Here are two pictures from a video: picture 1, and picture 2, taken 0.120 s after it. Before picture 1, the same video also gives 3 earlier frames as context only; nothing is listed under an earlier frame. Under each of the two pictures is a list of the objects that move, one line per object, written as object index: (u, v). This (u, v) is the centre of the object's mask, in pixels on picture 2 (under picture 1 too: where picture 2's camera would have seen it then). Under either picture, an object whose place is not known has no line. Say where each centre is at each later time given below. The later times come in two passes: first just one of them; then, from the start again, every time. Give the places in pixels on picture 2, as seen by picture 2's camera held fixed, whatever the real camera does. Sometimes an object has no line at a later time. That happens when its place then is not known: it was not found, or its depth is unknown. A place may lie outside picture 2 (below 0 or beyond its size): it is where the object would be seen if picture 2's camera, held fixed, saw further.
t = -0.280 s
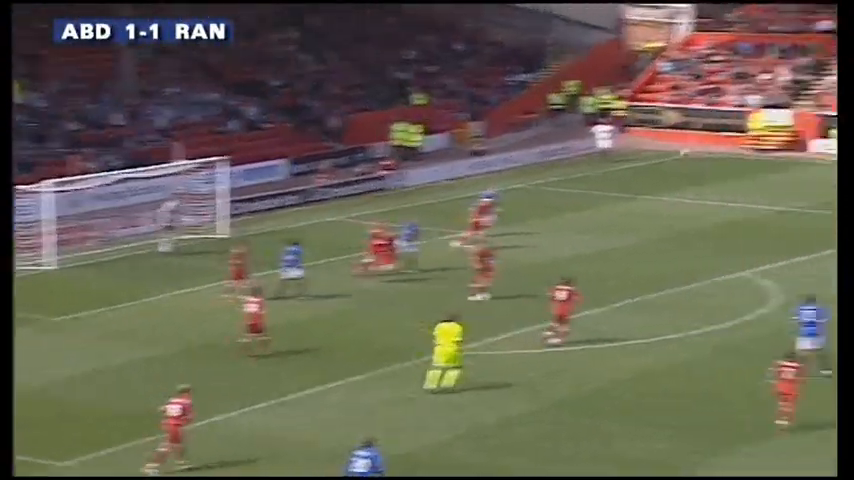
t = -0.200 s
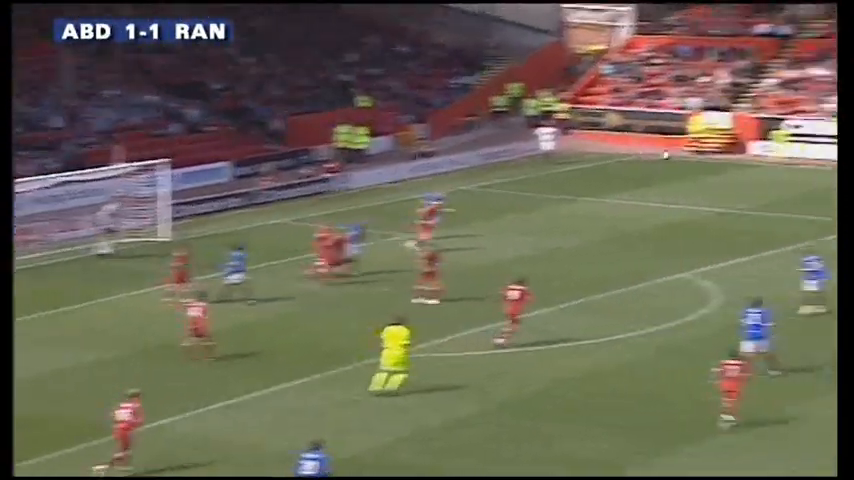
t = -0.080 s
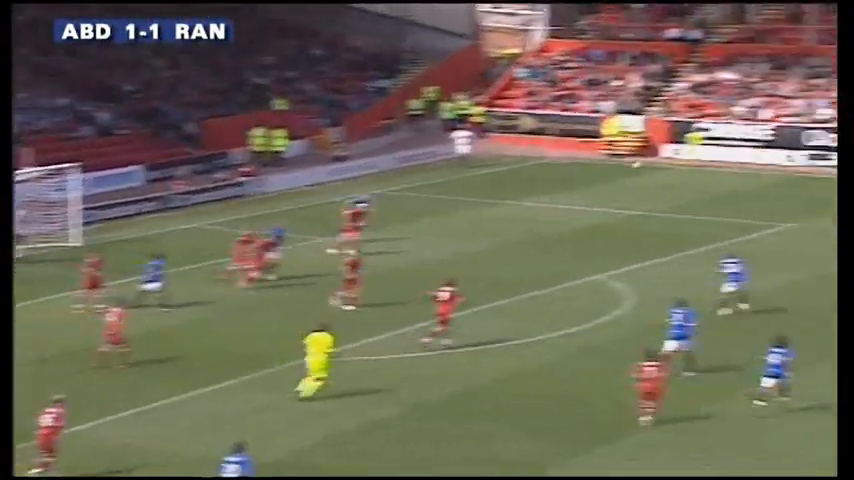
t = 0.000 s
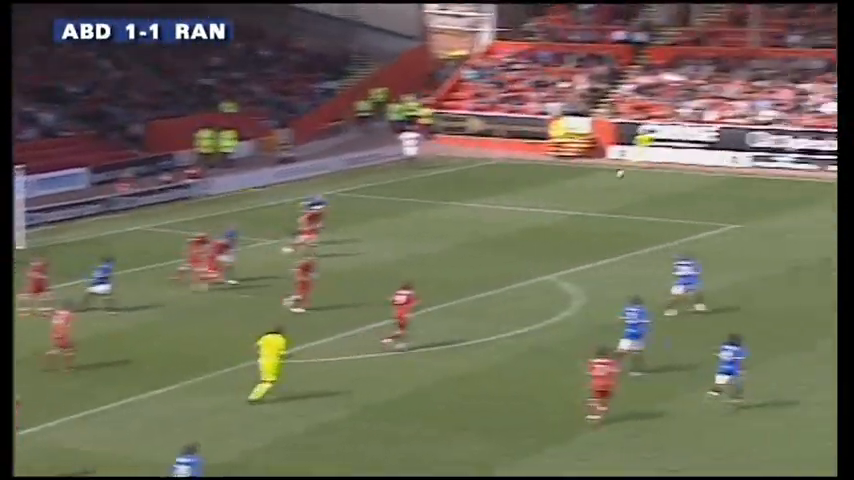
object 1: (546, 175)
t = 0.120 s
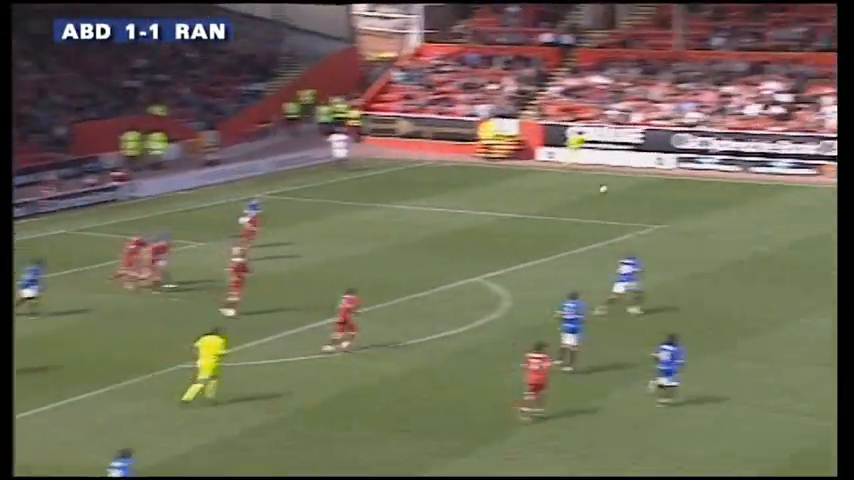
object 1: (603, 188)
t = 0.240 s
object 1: (656, 208)
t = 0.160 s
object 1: (621, 195)
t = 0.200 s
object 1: (638, 201)
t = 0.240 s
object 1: (656, 208)
